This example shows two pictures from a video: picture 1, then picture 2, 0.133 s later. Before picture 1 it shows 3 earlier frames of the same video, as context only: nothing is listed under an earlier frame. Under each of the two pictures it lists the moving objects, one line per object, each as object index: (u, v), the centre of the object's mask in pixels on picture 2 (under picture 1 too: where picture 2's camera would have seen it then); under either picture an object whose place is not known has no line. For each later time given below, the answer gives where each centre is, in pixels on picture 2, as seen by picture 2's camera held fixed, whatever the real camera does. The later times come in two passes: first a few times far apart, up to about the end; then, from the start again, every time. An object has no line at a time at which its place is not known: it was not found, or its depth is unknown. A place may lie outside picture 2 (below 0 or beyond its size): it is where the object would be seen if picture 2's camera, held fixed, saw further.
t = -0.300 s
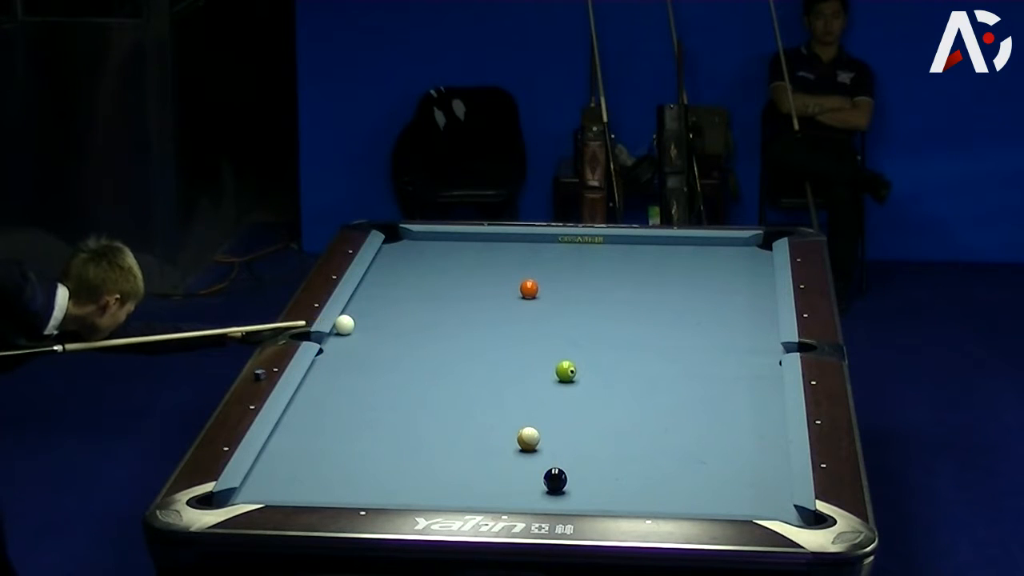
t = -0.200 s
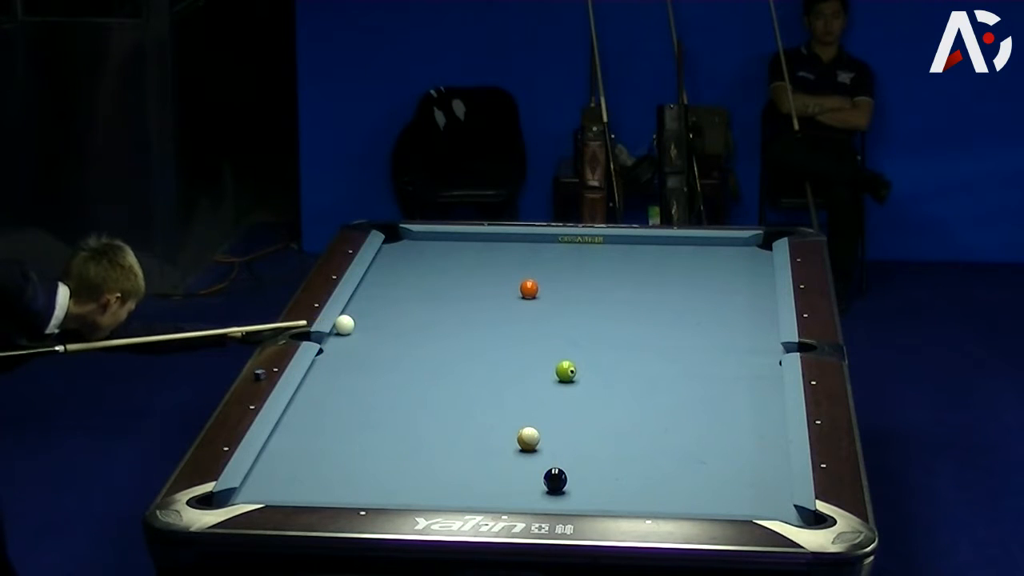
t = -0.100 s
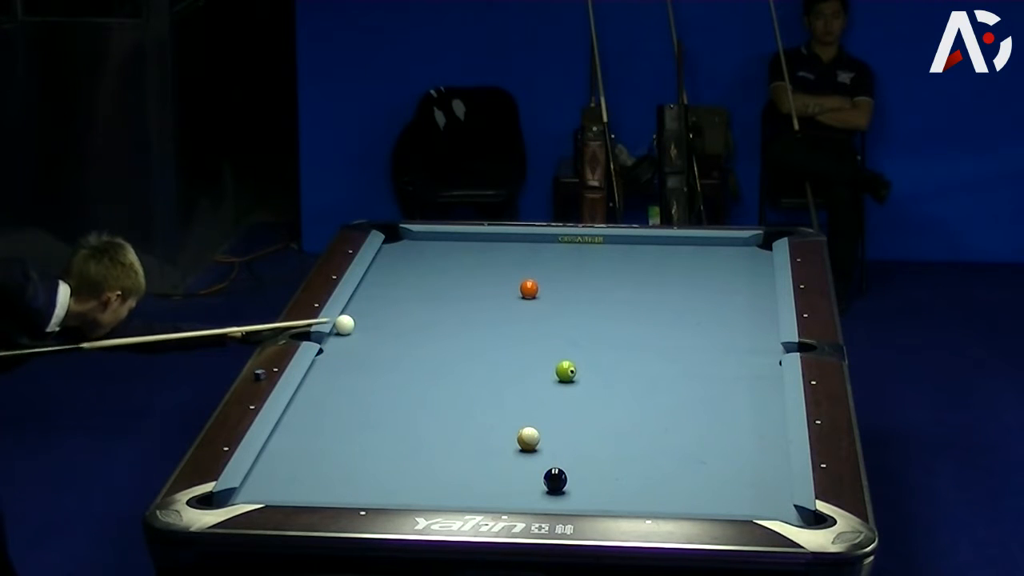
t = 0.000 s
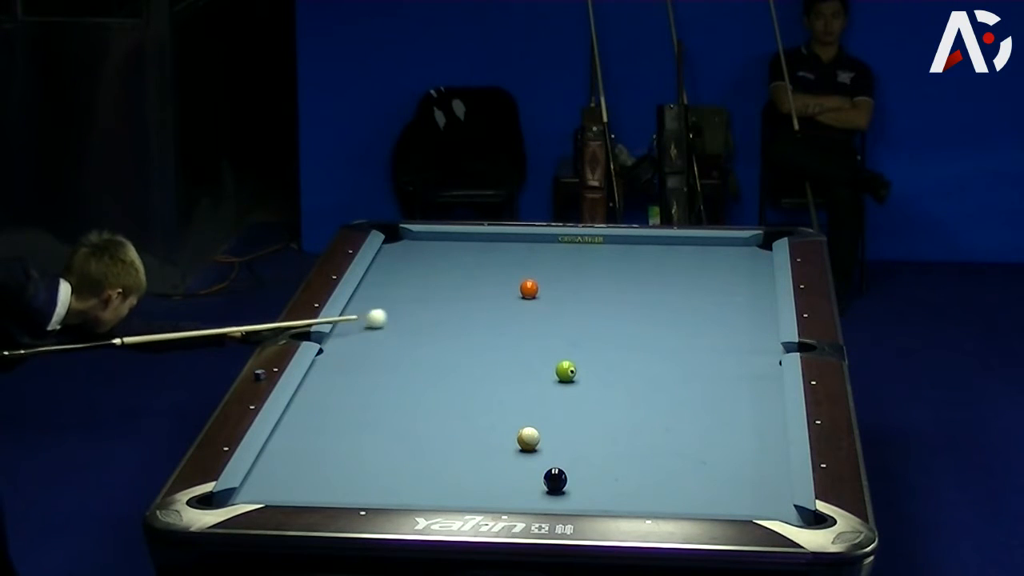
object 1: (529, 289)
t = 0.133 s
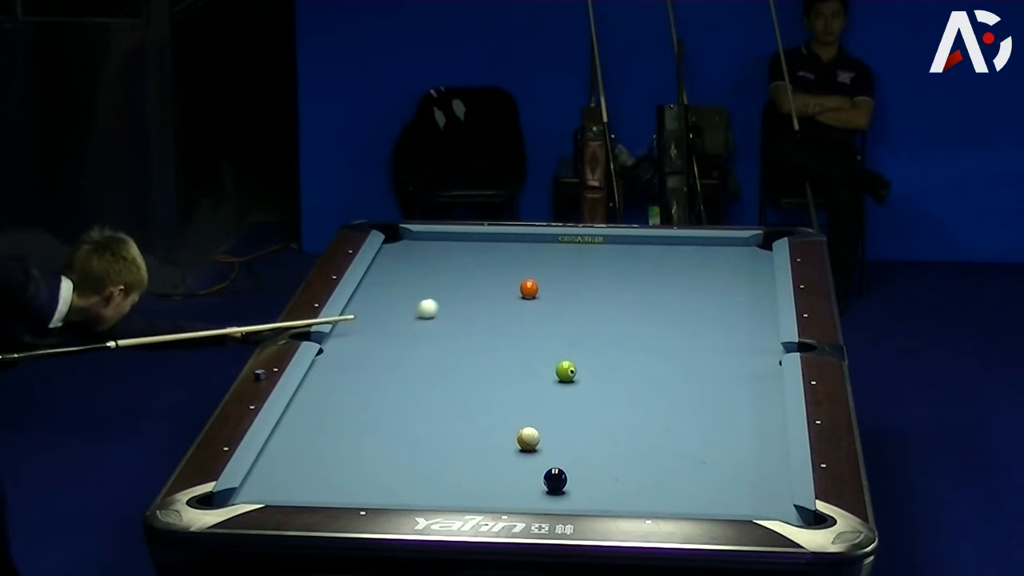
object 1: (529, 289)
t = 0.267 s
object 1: (529, 289)
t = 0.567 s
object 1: (583, 279)
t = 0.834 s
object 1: (638, 269)
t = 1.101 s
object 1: (690, 259)
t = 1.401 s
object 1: (745, 249)
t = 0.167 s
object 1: (529, 289)
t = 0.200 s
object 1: (529, 289)
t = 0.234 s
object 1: (529, 289)
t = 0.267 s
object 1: (529, 289)
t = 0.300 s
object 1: (529, 289)
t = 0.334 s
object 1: (529, 289)
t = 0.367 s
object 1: (529, 289)
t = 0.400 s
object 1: (538, 287)
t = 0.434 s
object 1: (549, 285)
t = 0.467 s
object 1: (558, 284)
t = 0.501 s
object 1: (567, 282)
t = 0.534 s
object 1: (576, 280)
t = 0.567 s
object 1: (583, 279)
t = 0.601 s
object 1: (591, 277)
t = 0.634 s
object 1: (597, 277)
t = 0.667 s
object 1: (604, 275)
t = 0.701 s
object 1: (611, 274)
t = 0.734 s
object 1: (618, 273)
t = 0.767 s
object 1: (624, 271)
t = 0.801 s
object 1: (631, 270)
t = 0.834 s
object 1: (638, 269)
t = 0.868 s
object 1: (644, 268)
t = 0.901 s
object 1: (651, 266)
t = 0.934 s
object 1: (658, 265)
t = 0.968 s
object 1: (664, 264)
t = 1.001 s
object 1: (671, 263)
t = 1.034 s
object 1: (677, 262)
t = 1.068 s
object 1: (684, 260)
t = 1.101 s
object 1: (690, 259)
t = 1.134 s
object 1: (696, 258)
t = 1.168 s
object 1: (702, 257)
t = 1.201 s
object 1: (709, 256)
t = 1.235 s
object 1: (715, 254)
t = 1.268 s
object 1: (721, 253)
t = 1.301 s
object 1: (727, 252)
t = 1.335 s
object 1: (733, 251)
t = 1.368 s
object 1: (739, 250)
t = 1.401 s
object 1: (745, 249)
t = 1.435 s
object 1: (750, 248)
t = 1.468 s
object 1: (756, 246)
